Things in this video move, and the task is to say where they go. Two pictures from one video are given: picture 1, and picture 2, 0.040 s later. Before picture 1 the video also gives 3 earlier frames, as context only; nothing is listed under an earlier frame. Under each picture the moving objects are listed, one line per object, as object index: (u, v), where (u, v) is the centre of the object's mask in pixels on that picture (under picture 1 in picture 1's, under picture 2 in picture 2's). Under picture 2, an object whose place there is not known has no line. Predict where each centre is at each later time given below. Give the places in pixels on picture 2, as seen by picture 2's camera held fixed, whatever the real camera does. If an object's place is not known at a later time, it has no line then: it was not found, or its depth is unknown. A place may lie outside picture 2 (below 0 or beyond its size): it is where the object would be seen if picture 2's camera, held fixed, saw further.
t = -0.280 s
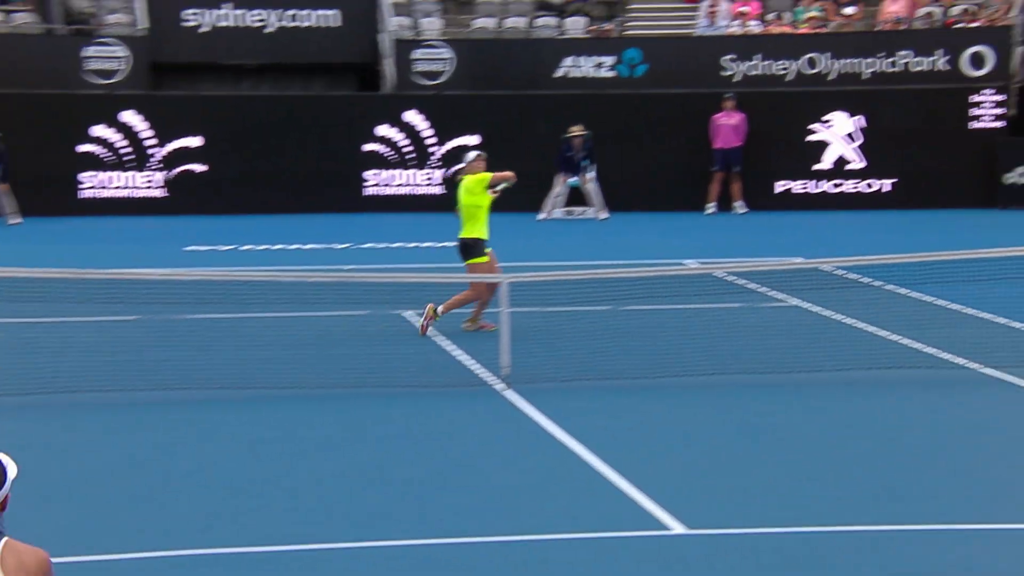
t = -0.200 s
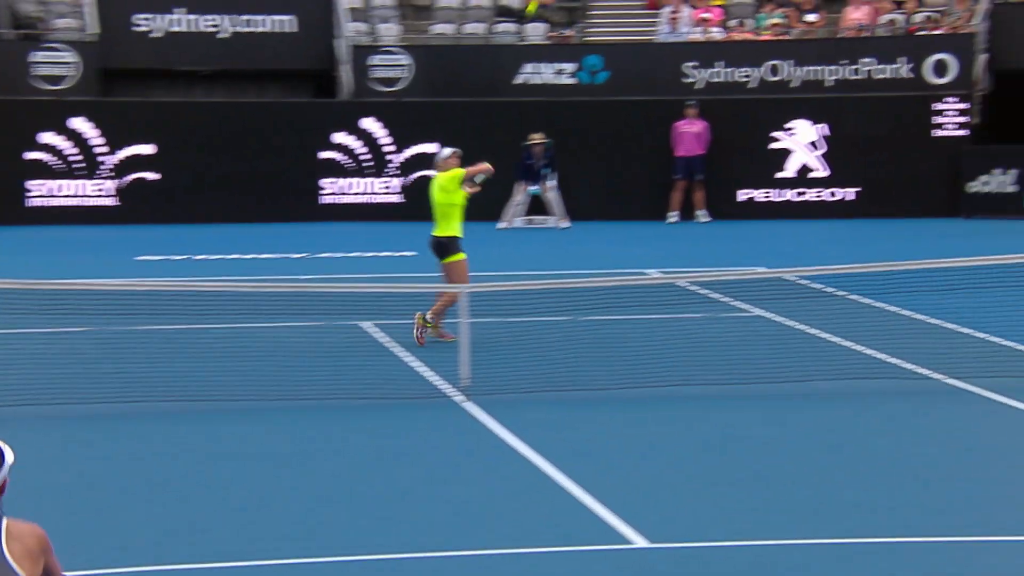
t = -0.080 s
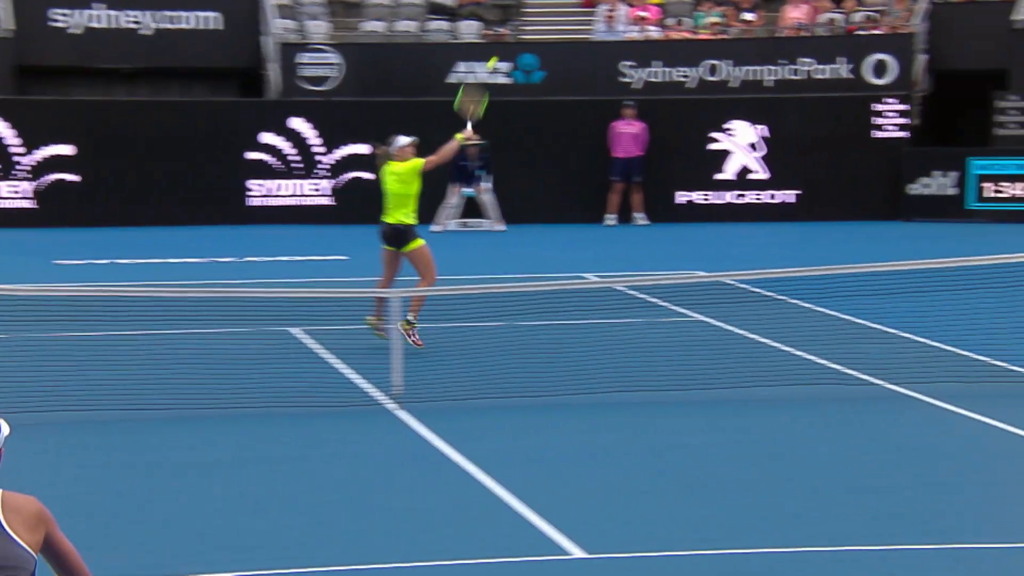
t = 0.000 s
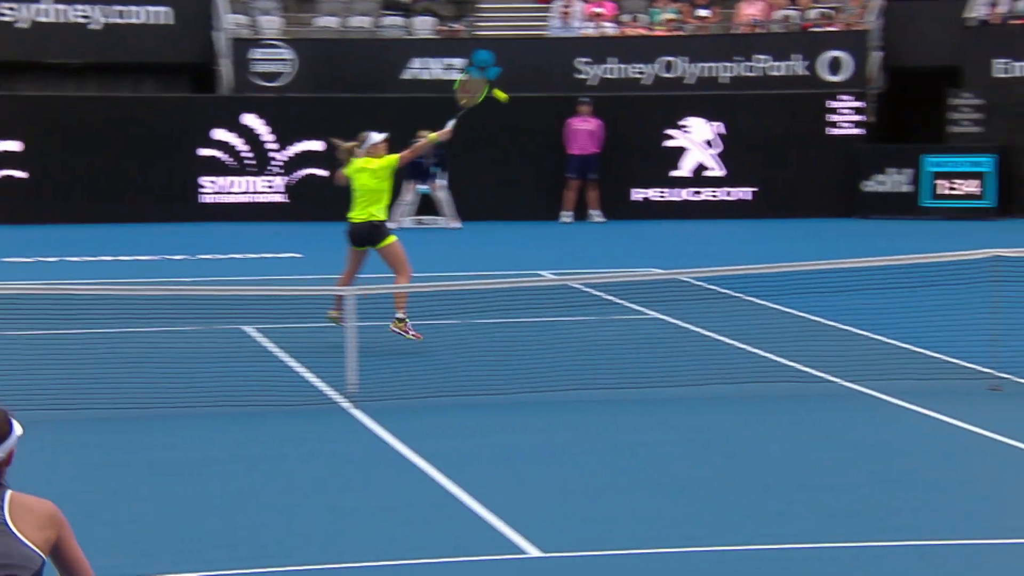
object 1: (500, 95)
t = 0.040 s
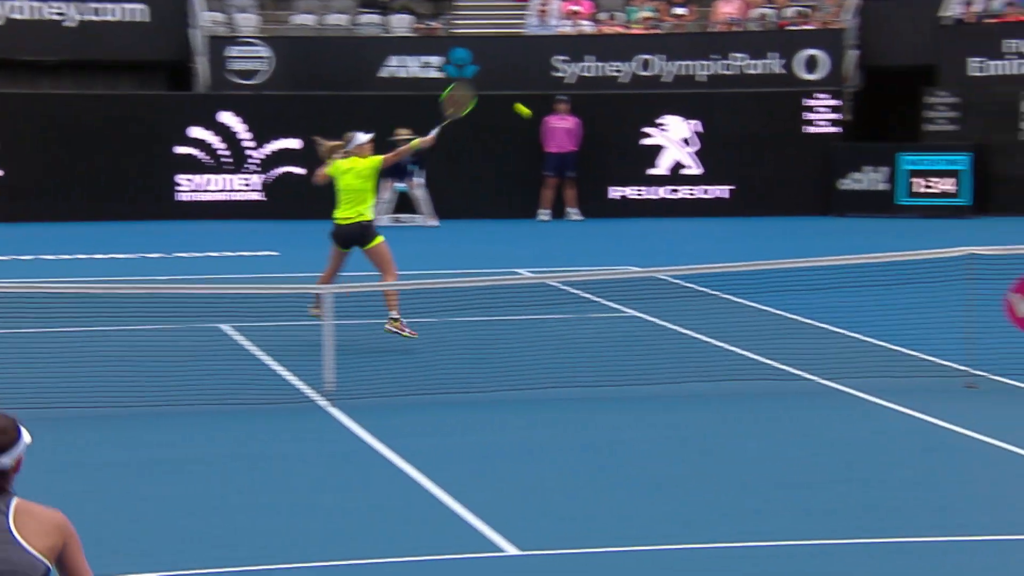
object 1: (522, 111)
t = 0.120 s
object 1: (618, 153)
